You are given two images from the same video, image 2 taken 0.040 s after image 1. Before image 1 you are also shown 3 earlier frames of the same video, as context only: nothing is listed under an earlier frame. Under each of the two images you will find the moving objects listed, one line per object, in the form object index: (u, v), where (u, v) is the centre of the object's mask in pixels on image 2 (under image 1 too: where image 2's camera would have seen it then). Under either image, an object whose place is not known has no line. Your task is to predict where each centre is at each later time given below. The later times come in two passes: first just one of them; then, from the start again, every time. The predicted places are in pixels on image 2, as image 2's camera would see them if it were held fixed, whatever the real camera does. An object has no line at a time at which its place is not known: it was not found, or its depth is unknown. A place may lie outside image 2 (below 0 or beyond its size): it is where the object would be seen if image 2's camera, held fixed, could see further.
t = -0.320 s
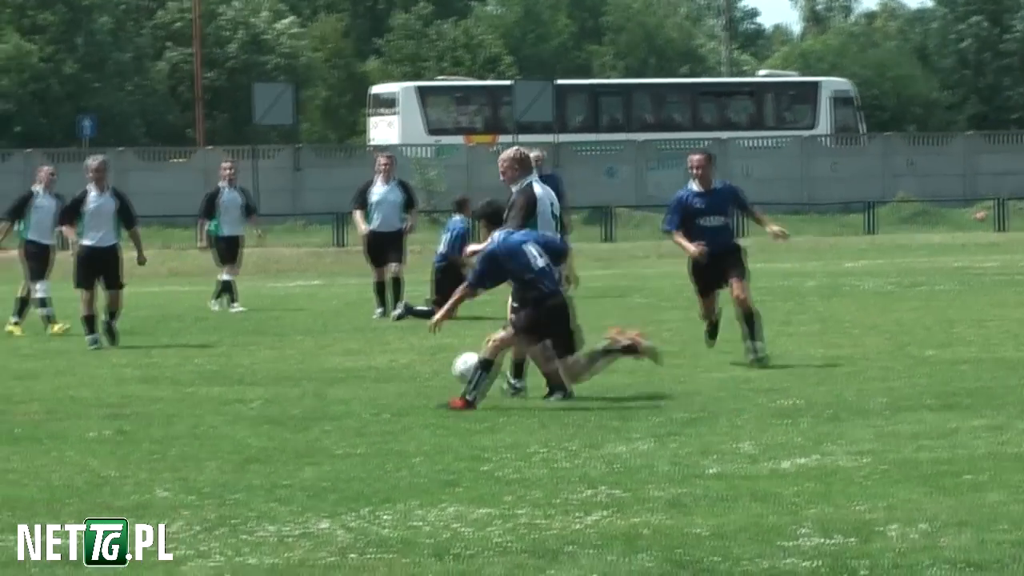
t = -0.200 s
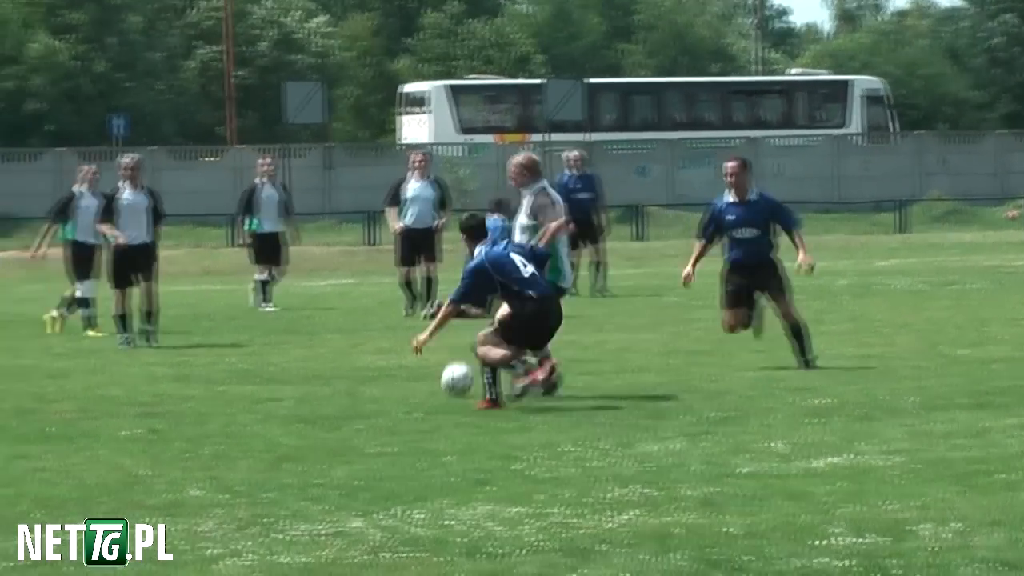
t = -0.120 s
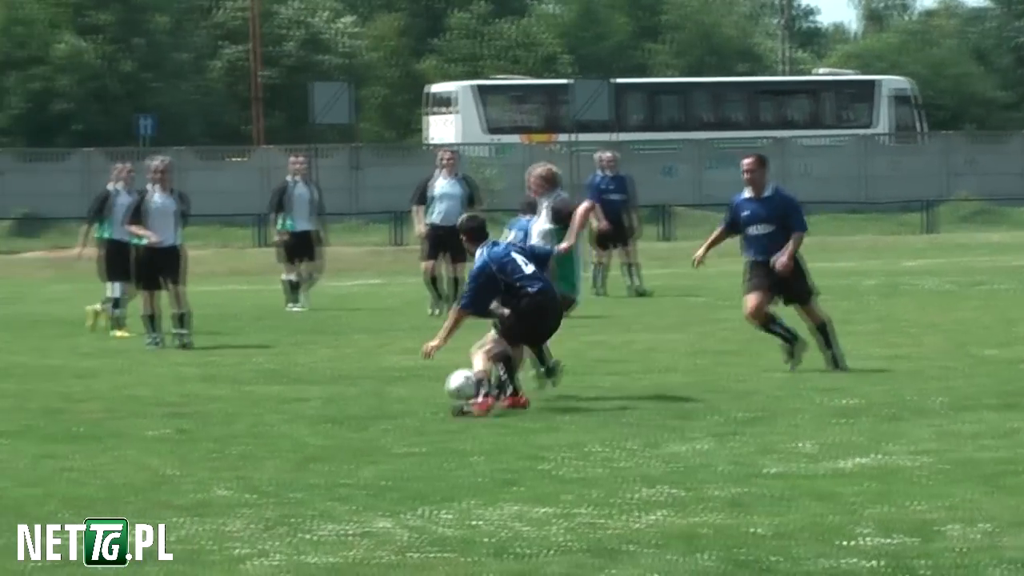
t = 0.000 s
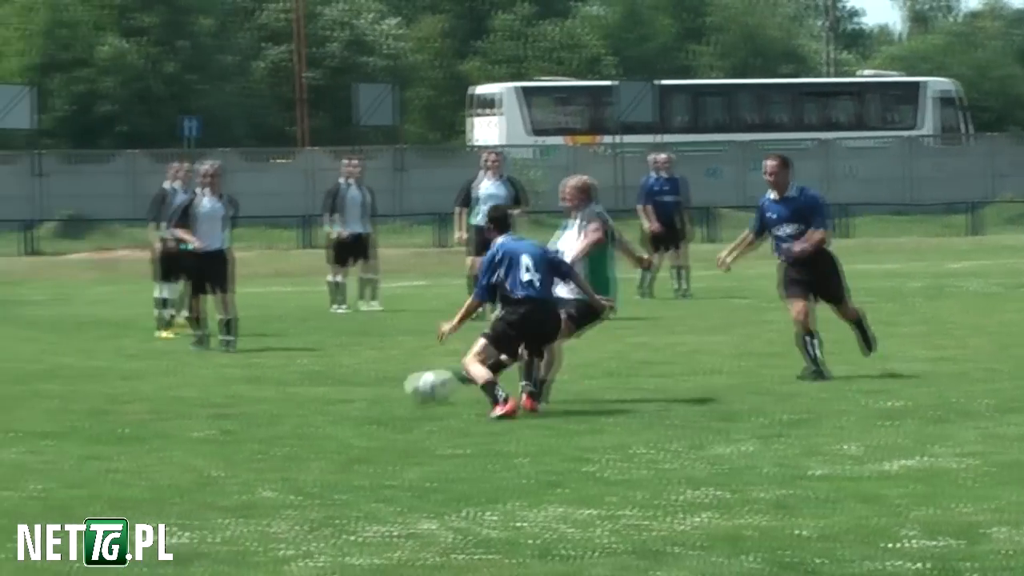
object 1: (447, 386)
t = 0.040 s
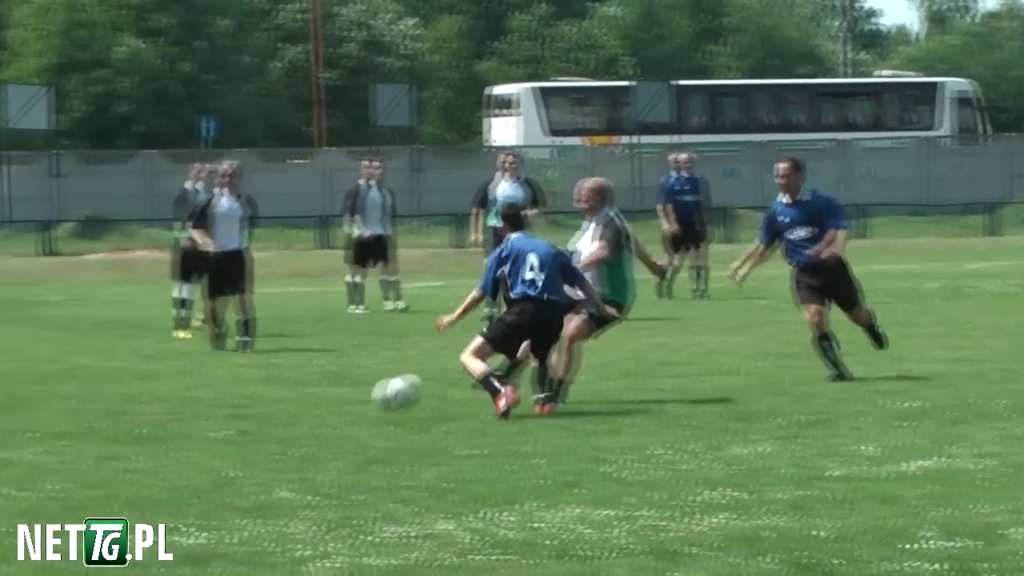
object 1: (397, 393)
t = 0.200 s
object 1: (220, 402)
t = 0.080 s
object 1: (348, 400)
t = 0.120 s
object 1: (303, 404)
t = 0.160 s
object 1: (261, 402)
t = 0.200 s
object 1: (220, 402)
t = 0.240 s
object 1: (178, 405)
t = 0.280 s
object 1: (133, 411)
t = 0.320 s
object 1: (91, 418)
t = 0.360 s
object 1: (48, 425)
